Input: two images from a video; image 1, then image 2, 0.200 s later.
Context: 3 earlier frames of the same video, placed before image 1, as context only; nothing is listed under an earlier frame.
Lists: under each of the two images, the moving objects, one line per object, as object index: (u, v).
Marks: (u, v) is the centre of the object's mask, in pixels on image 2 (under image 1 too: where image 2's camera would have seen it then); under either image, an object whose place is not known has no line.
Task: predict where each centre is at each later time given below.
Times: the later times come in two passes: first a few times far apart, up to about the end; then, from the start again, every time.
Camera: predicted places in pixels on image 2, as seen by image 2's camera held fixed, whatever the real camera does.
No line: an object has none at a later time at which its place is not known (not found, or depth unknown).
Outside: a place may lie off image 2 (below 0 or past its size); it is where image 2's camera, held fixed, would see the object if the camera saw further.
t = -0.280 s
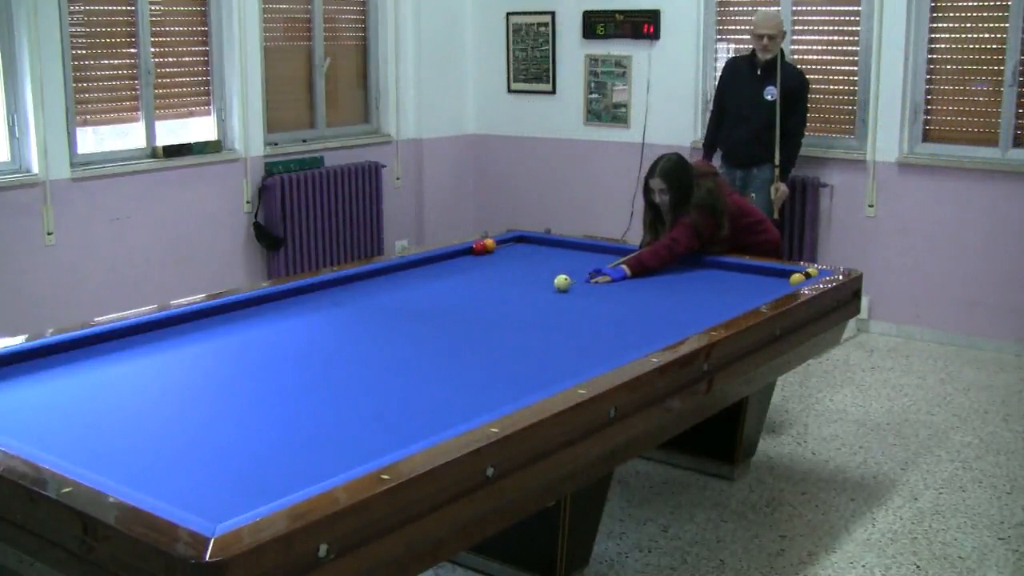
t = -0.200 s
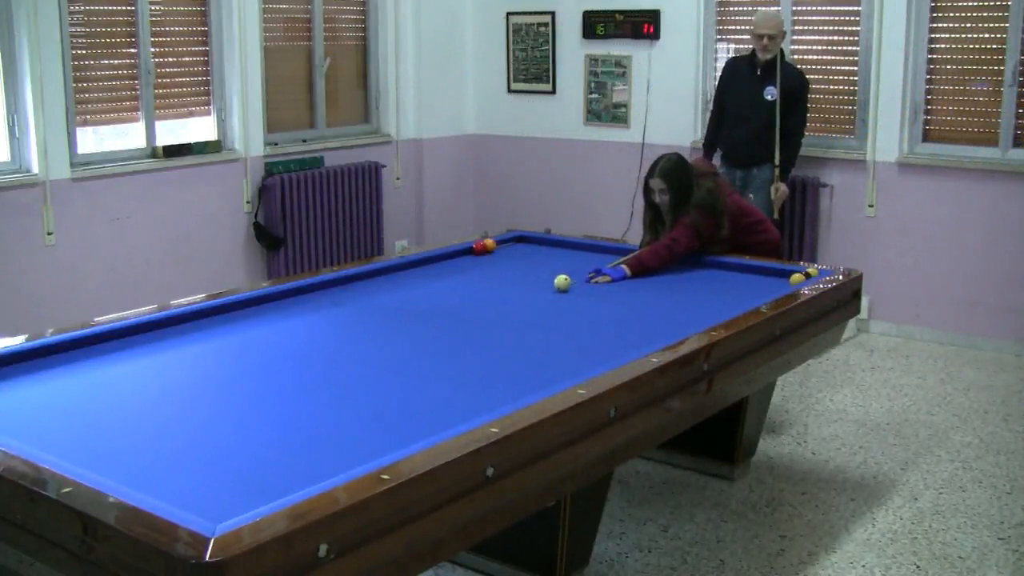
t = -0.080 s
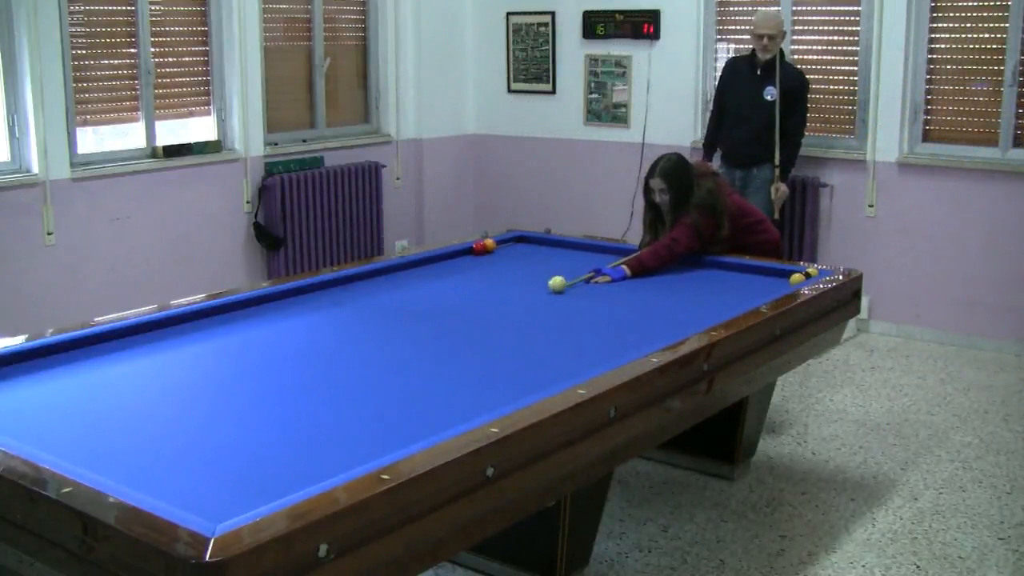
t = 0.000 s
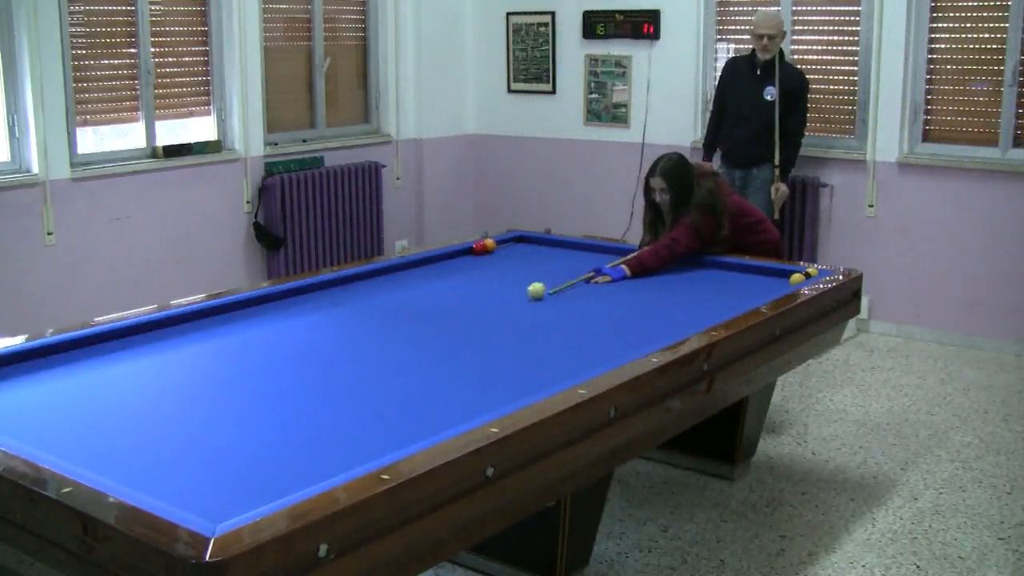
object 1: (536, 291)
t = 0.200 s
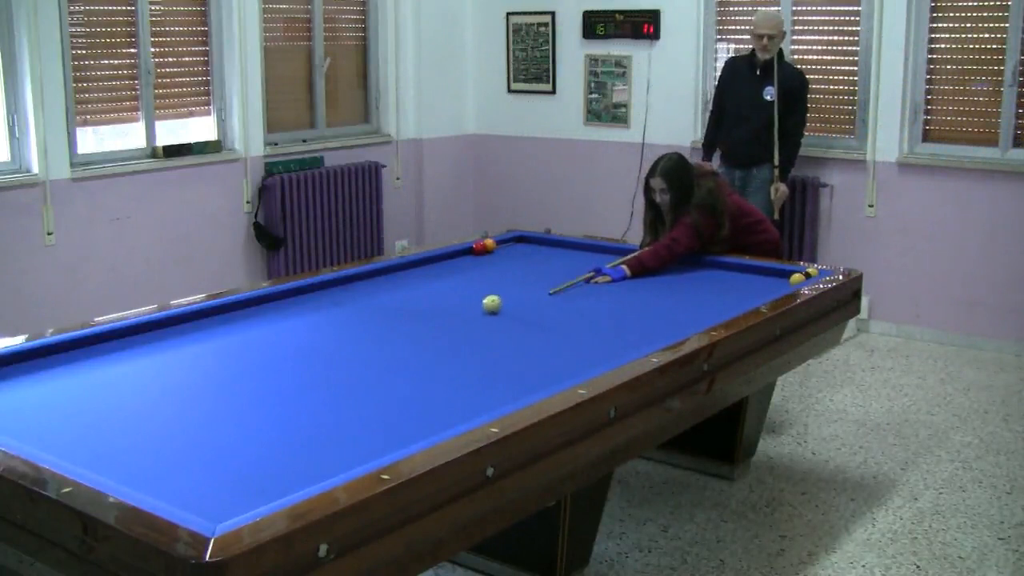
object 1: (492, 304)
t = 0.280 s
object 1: (477, 309)
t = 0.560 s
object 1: (436, 321)
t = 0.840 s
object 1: (396, 333)
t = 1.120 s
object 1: (354, 346)
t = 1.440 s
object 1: (303, 361)
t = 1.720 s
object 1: (256, 375)
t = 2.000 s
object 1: (207, 390)
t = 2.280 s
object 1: (154, 406)
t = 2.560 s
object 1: (100, 423)
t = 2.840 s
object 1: (42, 439)
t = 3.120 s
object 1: (56, 434)
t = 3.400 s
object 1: (86, 425)
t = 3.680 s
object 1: (113, 416)
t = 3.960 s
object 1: (137, 408)
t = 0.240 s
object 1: (484, 306)
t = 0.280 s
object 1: (477, 309)
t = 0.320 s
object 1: (470, 311)
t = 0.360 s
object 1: (463, 313)
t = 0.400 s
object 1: (457, 315)
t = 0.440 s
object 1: (452, 316)
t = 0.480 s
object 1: (447, 318)
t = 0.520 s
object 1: (441, 320)
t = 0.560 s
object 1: (436, 321)
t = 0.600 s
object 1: (430, 323)
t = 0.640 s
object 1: (425, 325)
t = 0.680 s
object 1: (419, 327)
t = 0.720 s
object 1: (413, 328)
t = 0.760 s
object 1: (407, 330)
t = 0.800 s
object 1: (401, 332)
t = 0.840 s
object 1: (396, 333)
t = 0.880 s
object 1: (390, 335)
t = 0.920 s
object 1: (384, 337)
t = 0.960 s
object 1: (378, 338)
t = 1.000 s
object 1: (372, 340)
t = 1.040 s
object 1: (366, 342)
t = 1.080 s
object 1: (360, 344)
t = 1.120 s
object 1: (354, 346)
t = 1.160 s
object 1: (347, 348)
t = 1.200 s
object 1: (342, 350)
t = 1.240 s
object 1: (335, 351)
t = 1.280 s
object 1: (329, 353)
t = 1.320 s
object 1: (322, 355)
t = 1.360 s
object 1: (316, 357)
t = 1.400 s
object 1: (309, 359)
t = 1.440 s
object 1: (303, 361)
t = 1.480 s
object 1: (296, 363)
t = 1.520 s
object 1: (290, 365)
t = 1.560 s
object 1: (283, 367)
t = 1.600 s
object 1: (277, 369)
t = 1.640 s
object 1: (270, 371)
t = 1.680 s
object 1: (263, 373)
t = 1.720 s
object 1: (256, 375)
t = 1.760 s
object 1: (249, 377)
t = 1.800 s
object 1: (242, 379)
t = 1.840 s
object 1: (236, 382)
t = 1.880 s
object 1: (228, 384)
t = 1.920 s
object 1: (221, 386)
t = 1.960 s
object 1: (214, 388)
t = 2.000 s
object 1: (207, 390)
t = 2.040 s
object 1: (199, 392)
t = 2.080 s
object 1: (192, 395)
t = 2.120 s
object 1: (185, 397)
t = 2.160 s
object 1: (177, 399)
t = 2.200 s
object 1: (169, 401)
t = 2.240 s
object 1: (162, 403)
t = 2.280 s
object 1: (154, 406)
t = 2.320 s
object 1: (147, 408)
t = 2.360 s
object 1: (139, 410)
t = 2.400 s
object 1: (131, 413)
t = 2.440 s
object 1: (124, 415)
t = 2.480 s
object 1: (115, 417)
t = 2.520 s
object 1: (107, 420)
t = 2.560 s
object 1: (100, 423)
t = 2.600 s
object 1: (91, 425)
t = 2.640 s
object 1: (83, 427)
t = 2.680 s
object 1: (75, 430)
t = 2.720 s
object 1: (67, 432)
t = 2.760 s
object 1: (58, 435)
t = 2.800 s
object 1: (50, 437)
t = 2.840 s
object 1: (42, 439)
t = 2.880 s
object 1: (34, 439)
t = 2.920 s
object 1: (34, 439)
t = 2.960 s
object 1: (39, 438)
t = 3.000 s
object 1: (43, 438)
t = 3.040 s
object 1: (48, 437)
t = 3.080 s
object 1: (52, 436)
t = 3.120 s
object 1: (56, 434)
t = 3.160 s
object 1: (61, 433)
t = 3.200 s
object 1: (65, 431)
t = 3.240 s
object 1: (69, 430)
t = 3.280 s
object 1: (73, 429)
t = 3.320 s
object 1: (77, 428)
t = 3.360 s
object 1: (82, 426)
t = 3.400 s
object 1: (86, 425)
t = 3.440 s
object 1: (89, 424)
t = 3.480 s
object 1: (93, 422)
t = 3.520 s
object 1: (97, 421)
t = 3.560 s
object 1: (101, 420)
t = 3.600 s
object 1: (105, 418)
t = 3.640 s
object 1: (109, 417)
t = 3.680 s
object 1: (113, 416)
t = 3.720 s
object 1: (116, 415)
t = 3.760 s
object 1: (120, 414)
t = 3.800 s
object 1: (123, 413)
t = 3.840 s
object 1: (127, 411)
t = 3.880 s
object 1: (130, 410)
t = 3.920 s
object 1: (134, 409)
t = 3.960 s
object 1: (137, 408)
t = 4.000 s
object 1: (141, 407)
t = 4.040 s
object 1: (144, 406)
